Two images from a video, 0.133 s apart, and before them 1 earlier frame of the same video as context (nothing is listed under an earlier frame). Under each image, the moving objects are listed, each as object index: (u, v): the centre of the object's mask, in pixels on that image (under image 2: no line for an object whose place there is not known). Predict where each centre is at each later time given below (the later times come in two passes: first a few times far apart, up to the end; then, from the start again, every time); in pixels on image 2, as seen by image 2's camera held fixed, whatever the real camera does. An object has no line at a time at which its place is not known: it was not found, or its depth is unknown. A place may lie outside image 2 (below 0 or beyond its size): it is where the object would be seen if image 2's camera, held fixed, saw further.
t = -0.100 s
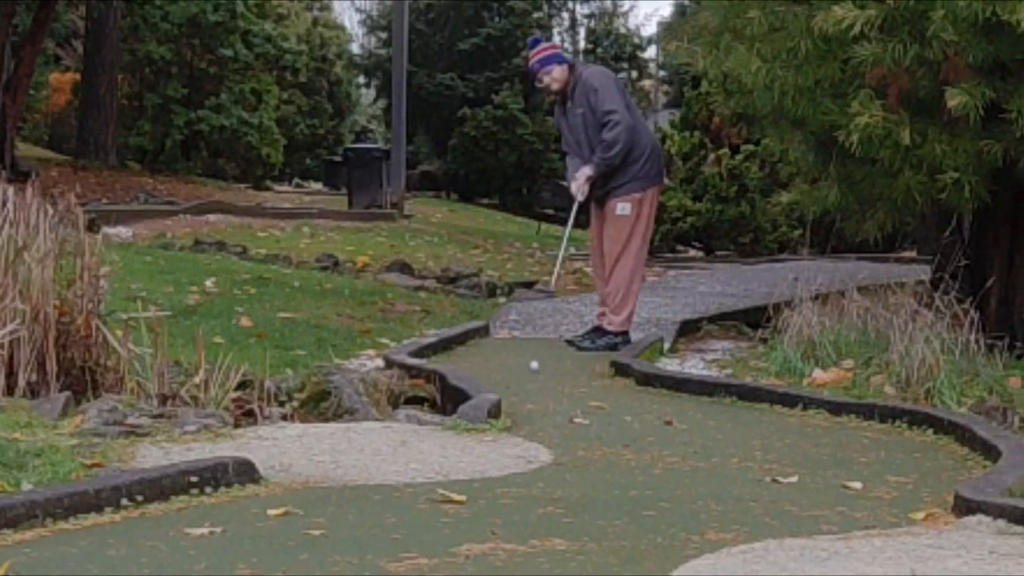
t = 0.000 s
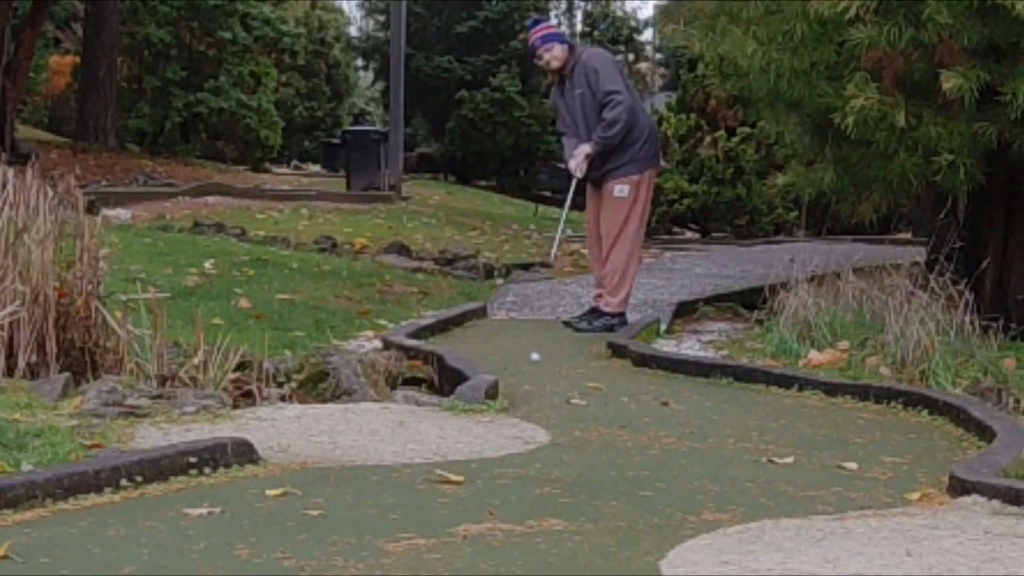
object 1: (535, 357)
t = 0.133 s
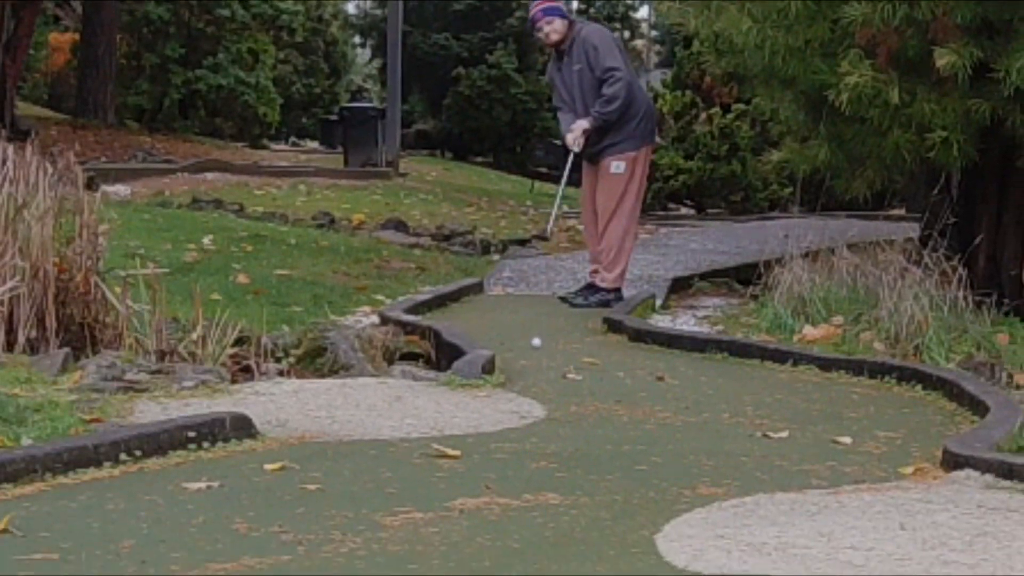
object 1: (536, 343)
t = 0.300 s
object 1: (542, 356)
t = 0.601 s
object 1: (552, 384)
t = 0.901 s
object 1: (564, 416)
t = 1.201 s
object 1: (579, 460)
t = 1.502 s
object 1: (595, 509)
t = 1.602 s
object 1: (602, 526)
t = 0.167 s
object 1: (537, 345)
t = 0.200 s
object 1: (538, 348)
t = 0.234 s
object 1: (540, 351)
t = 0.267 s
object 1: (541, 354)
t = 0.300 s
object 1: (542, 356)
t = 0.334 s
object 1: (544, 359)
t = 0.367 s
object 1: (544, 362)
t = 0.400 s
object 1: (545, 365)
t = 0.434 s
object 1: (546, 368)
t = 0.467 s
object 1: (547, 372)
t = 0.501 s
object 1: (548, 375)
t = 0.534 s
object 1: (550, 378)
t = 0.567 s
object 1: (551, 380)
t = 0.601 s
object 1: (552, 384)
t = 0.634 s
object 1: (553, 387)
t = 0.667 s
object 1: (555, 389)
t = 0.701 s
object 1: (556, 393)
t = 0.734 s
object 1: (557, 396)
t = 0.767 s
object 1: (559, 399)
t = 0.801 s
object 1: (560, 403)
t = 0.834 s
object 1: (562, 407)
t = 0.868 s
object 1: (563, 412)
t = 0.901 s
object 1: (564, 416)
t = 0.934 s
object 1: (566, 420)
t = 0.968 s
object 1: (567, 425)
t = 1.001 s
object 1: (569, 429)
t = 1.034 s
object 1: (571, 434)
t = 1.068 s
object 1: (572, 439)
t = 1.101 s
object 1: (574, 443)
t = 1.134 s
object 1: (576, 449)
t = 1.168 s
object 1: (577, 454)
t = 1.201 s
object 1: (579, 460)
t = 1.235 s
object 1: (581, 465)
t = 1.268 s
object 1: (583, 470)
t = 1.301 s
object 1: (584, 474)
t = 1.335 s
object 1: (587, 481)
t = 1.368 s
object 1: (588, 486)
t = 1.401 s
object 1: (590, 491)
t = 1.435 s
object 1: (591, 497)
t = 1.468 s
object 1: (594, 502)
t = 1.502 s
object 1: (595, 509)
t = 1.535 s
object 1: (598, 515)
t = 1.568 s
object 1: (600, 520)
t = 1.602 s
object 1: (602, 526)
